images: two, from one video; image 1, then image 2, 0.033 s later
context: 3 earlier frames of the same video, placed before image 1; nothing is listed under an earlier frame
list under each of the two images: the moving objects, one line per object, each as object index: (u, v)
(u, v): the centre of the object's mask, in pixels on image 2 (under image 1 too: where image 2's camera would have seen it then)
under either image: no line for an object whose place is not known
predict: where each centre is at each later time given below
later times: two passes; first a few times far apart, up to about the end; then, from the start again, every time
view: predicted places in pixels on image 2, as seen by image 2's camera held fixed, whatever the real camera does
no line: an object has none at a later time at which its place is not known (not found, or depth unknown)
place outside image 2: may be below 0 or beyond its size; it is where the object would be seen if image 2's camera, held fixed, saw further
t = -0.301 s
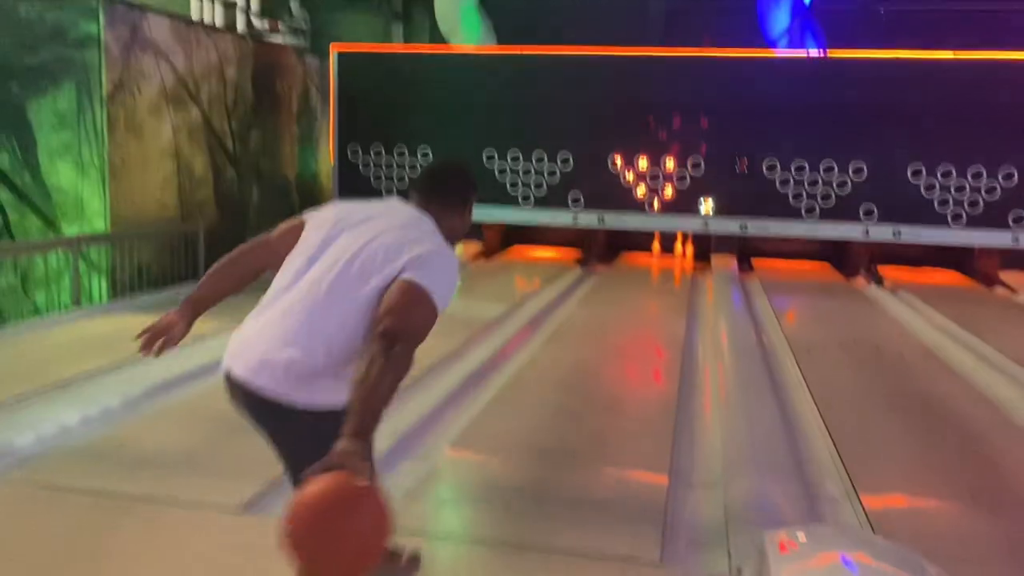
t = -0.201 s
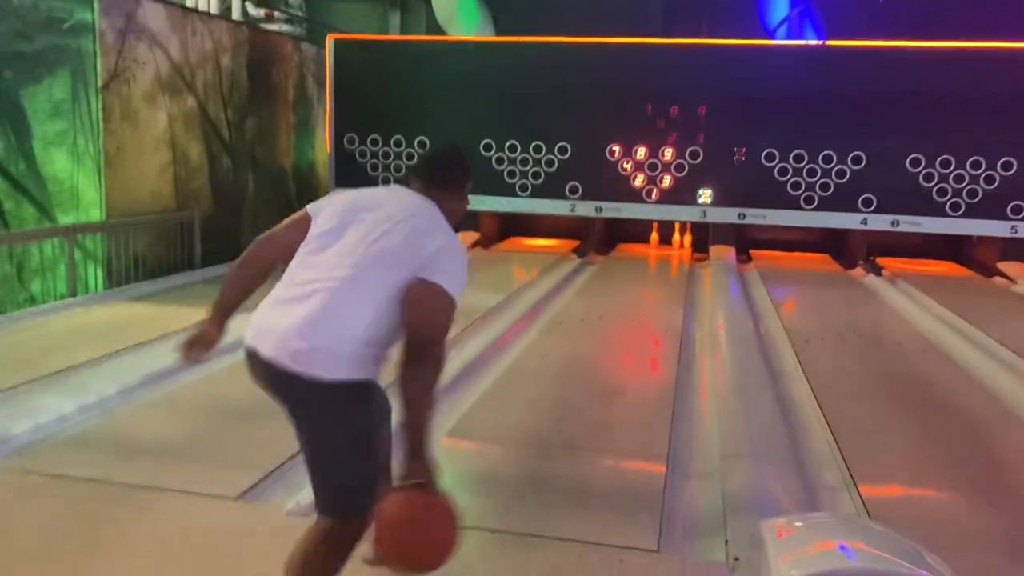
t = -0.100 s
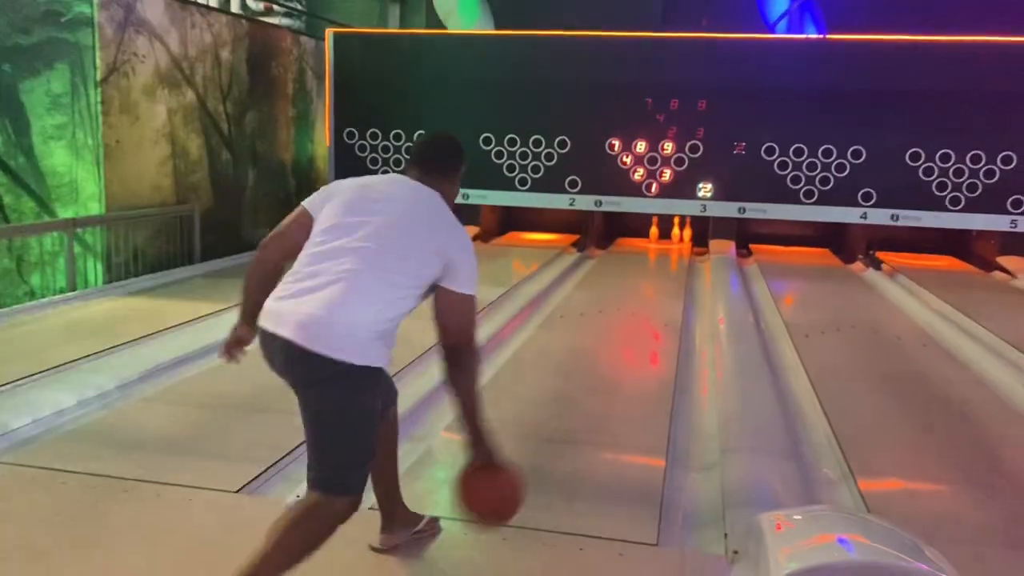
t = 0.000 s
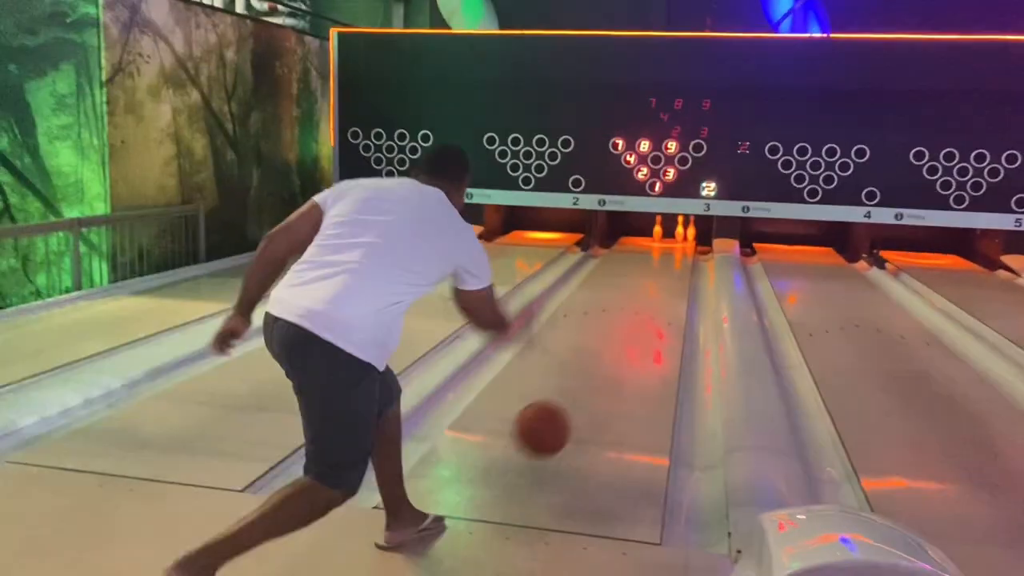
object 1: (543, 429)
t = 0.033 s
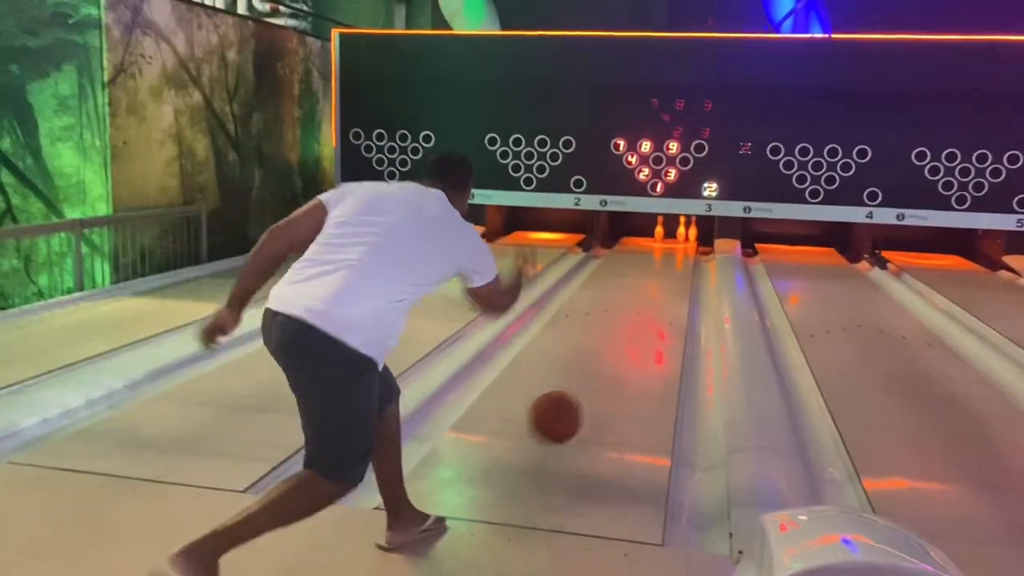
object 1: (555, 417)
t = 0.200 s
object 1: (598, 377)
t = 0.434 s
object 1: (631, 323)
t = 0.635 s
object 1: (647, 295)
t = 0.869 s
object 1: (659, 274)
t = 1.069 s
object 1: (667, 261)
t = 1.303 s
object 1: (673, 250)
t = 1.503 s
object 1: (678, 241)
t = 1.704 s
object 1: (681, 234)
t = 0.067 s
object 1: (566, 409)
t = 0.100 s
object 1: (575, 403)
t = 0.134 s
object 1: (582, 401)
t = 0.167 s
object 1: (591, 389)
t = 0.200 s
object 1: (598, 377)
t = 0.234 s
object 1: (604, 368)
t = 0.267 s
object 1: (610, 359)
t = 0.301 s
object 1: (615, 351)
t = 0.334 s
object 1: (619, 343)
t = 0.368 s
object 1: (624, 336)
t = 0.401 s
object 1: (628, 329)
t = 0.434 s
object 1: (631, 323)
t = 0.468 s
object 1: (634, 317)
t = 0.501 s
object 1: (637, 312)
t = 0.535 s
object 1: (640, 308)
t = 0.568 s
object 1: (643, 303)
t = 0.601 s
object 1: (645, 299)
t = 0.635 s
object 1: (647, 295)
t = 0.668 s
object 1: (649, 292)
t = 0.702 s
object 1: (651, 288)
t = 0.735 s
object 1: (653, 285)
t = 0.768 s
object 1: (655, 282)
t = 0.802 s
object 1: (656, 279)
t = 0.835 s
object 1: (658, 276)
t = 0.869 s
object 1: (659, 274)
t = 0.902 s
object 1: (661, 271)
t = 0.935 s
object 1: (662, 269)
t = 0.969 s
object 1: (663, 267)
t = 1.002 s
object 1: (664, 265)
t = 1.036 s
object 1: (666, 263)
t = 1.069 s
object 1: (667, 261)
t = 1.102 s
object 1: (668, 259)
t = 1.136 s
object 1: (668, 258)
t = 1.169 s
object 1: (669, 256)
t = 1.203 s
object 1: (670, 254)
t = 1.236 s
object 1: (671, 252)
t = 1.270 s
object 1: (672, 251)
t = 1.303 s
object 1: (673, 250)
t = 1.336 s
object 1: (673, 248)
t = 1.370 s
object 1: (674, 246)
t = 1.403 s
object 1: (676, 245)
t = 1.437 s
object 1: (677, 243)
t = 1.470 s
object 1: (677, 242)
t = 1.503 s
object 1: (678, 241)
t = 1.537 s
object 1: (678, 240)
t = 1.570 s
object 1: (679, 238)
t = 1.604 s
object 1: (680, 237)
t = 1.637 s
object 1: (681, 235)
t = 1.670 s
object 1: (681, 234)
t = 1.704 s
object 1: (681, 234)
